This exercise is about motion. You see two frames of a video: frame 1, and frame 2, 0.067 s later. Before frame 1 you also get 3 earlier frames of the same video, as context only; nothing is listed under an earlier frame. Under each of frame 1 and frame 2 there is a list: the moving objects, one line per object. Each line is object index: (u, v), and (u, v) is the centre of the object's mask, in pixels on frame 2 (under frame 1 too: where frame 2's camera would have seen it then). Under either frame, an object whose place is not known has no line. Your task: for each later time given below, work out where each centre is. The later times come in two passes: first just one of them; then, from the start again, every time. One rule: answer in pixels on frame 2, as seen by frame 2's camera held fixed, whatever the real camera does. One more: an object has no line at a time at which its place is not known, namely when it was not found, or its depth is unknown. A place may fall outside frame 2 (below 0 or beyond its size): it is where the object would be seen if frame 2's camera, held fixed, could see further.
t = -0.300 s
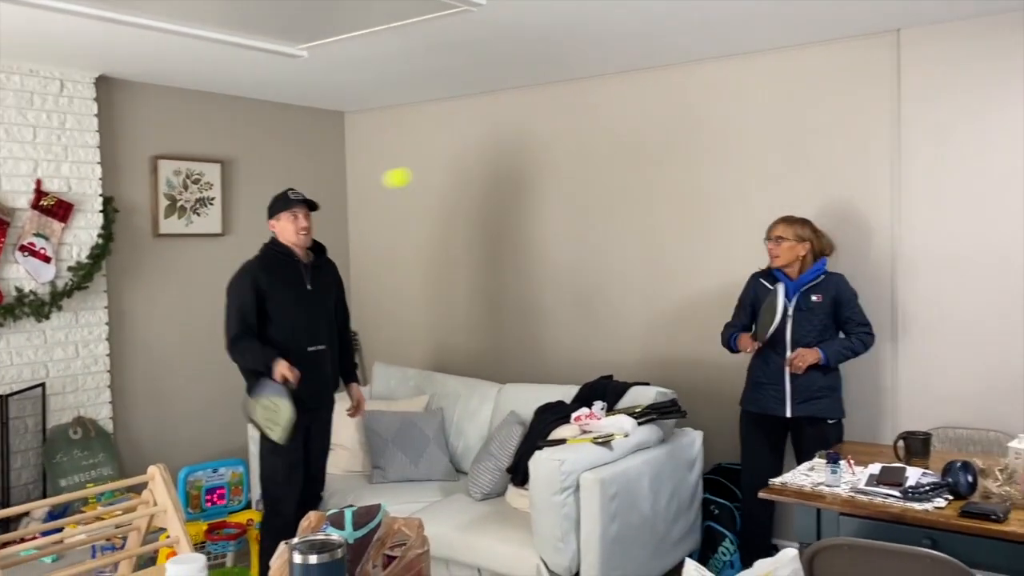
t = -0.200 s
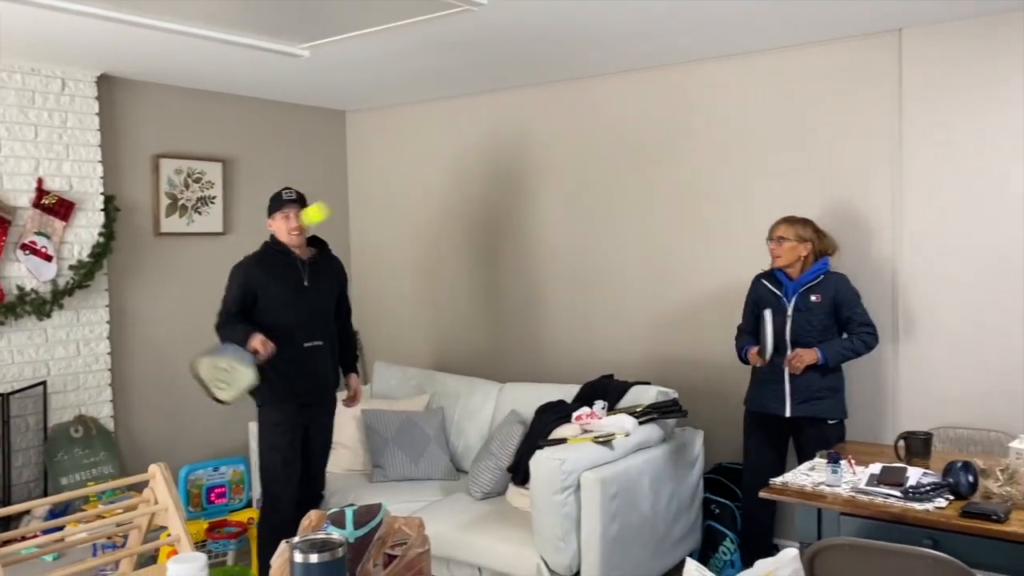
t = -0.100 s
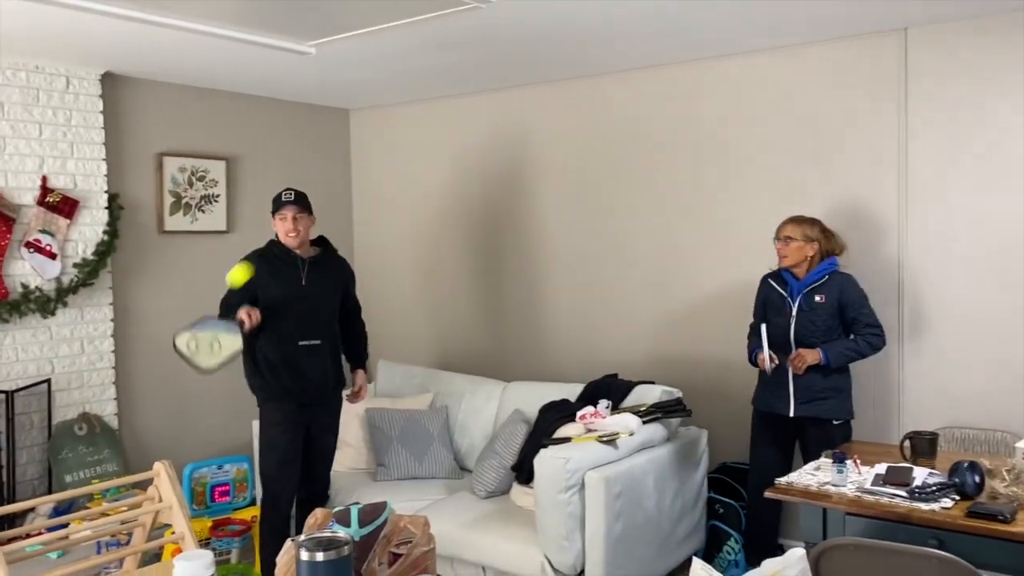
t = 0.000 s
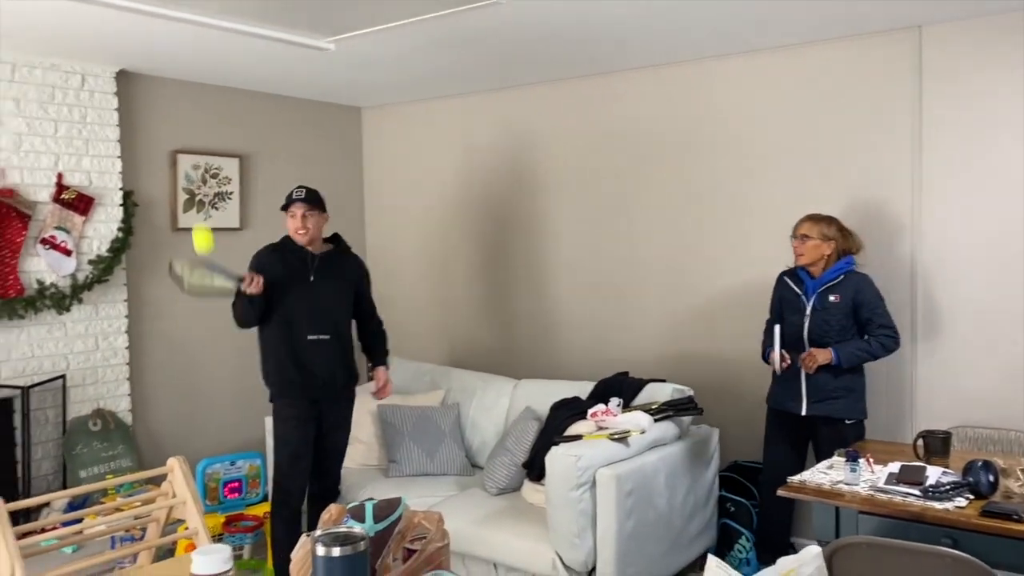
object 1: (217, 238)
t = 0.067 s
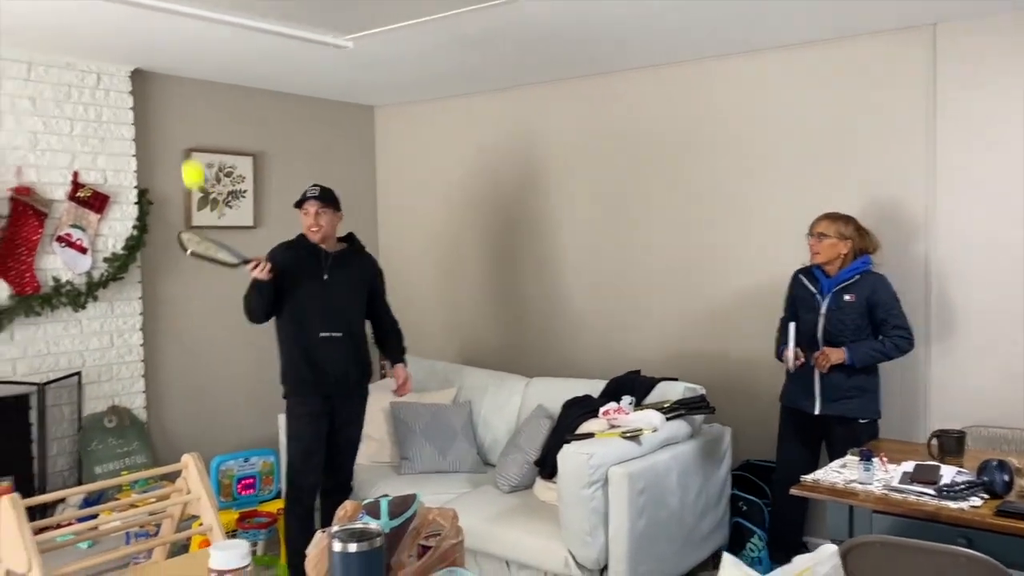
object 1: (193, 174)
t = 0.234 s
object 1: (122, 53)
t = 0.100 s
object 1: (179, 146)
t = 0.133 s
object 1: (167, 119)
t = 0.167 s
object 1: (152, 94)
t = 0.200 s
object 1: (138, 73)
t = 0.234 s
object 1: (122, 53)
